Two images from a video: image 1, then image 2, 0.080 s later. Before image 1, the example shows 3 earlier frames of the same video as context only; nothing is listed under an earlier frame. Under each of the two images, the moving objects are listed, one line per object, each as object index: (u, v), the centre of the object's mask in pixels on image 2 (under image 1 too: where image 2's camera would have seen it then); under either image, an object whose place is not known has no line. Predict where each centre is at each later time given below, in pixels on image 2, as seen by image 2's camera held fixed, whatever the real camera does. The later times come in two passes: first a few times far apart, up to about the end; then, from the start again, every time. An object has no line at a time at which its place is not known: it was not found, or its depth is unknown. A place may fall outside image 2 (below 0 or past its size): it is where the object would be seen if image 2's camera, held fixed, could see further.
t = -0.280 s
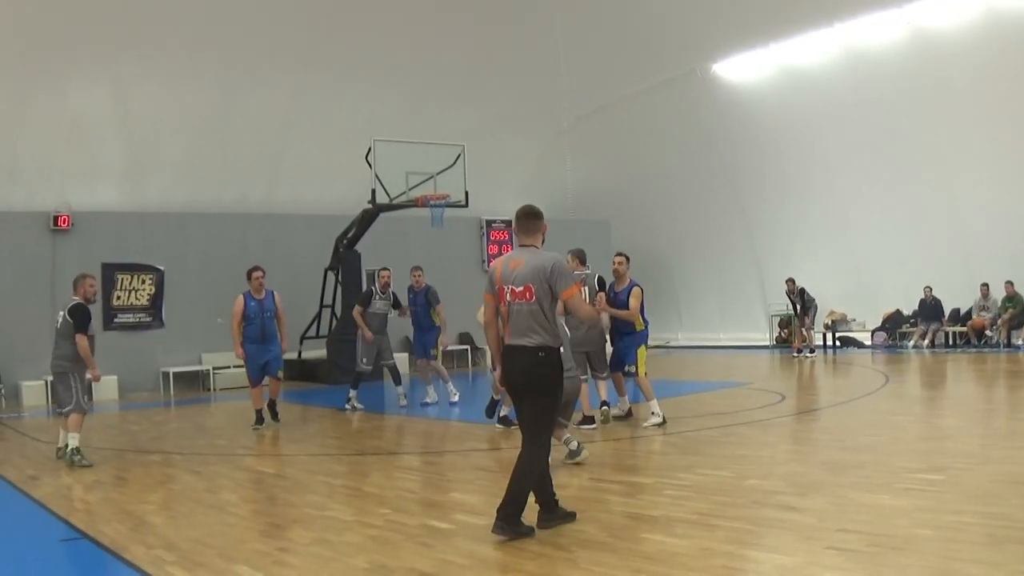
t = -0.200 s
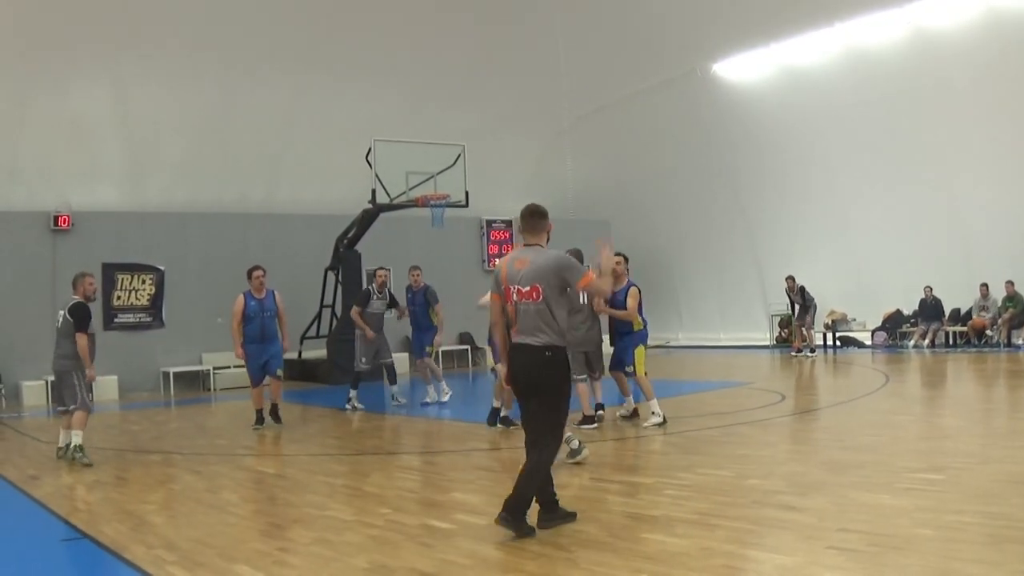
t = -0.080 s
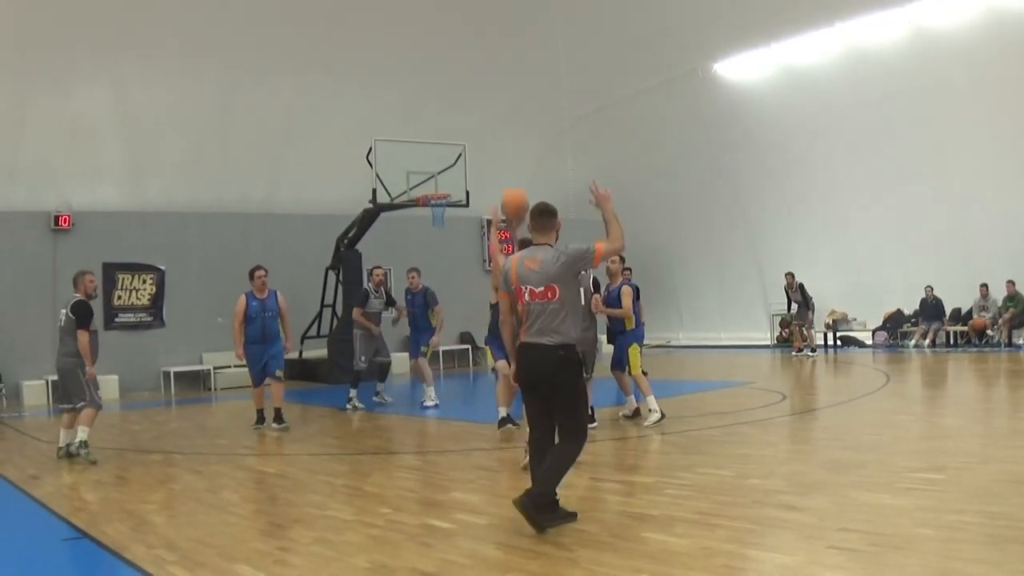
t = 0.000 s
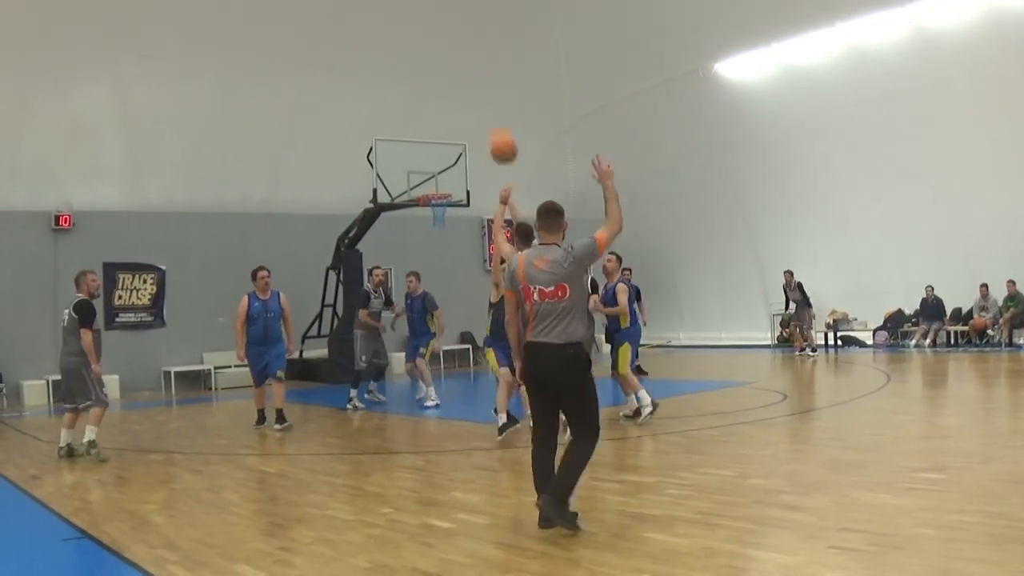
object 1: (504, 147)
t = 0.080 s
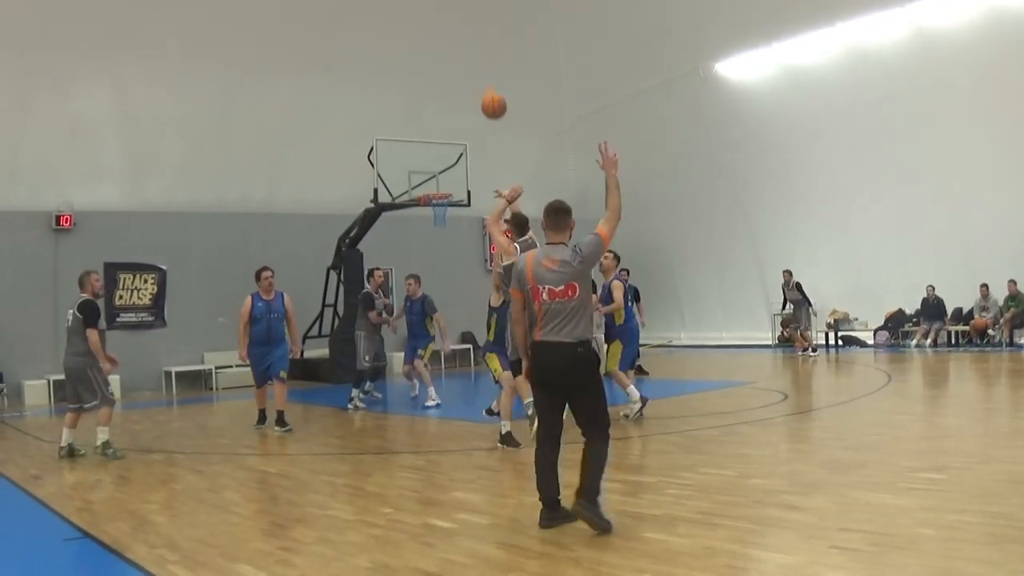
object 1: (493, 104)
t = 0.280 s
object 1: (472, 40)
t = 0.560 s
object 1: (451, 22)
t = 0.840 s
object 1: (437, 63)
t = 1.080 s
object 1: (428, 130)
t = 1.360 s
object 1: (400, 166)
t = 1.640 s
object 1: (368, 141)
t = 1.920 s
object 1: (347, 164)
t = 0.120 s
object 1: (489, 88)
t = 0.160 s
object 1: (484, 72)
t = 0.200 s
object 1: (480, 60)
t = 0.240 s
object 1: (476, 47)
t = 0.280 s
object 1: (472, 40)
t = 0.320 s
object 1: (468, 33)
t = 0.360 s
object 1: (465, 28)
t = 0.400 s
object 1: (461, 24)
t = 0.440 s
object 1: (458, 21)
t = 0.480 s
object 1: (456, 20)
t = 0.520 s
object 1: (453, 21)
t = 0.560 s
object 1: (451, 22)
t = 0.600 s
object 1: (449, 25)
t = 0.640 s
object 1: (447, 29)
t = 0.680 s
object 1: (445, 34)
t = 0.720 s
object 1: (442, 40)
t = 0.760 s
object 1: (441, 47)
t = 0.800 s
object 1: (438, 55)
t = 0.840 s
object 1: (437, 63)
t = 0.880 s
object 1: (435, 73)
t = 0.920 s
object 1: (433, 82)
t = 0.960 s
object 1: (432, 93)
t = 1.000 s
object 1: (431, 105)
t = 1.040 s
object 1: (430, 117)
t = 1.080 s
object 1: (428, 130)
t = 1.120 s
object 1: (427, 144)
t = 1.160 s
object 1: (427, 159)
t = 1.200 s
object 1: (425, 173)
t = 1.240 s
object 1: (425, 187)
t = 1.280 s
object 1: (417, 180)
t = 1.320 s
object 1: (409, 173)
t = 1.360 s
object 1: (400, 166)
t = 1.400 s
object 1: (391, 161)
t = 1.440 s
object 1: (384, 156)
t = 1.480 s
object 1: (380, 151)
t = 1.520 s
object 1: (377, 147)
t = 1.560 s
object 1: (374, 145)
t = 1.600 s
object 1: (371, 142)
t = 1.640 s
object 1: (368, 141)
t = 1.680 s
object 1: (365, 141)
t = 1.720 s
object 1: (362, 143)
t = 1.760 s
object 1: (359, 145)
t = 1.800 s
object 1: (356, 148)
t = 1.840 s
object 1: (353, 152)
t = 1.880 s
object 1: (350, 157)
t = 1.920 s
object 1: (347, 164)
